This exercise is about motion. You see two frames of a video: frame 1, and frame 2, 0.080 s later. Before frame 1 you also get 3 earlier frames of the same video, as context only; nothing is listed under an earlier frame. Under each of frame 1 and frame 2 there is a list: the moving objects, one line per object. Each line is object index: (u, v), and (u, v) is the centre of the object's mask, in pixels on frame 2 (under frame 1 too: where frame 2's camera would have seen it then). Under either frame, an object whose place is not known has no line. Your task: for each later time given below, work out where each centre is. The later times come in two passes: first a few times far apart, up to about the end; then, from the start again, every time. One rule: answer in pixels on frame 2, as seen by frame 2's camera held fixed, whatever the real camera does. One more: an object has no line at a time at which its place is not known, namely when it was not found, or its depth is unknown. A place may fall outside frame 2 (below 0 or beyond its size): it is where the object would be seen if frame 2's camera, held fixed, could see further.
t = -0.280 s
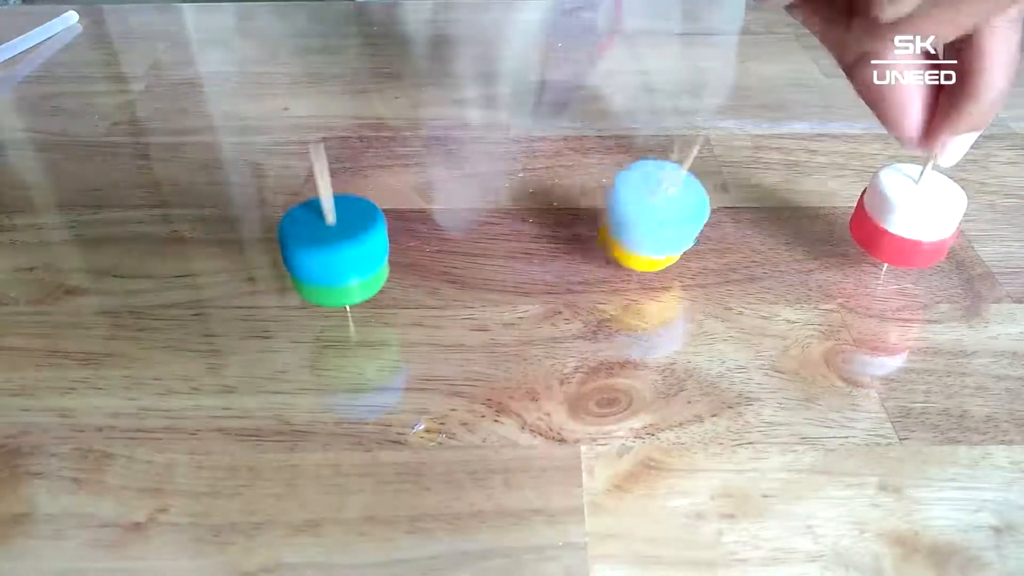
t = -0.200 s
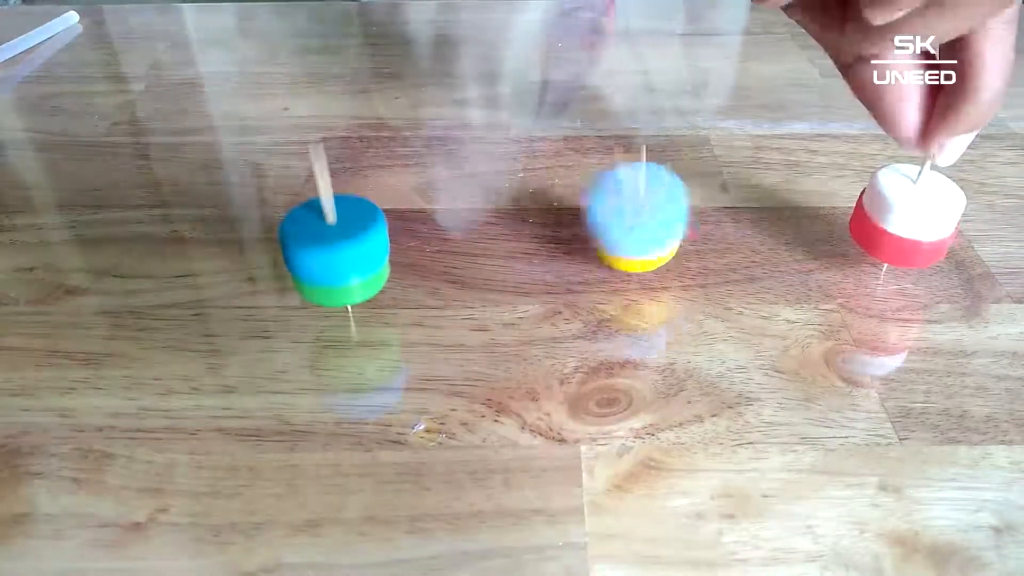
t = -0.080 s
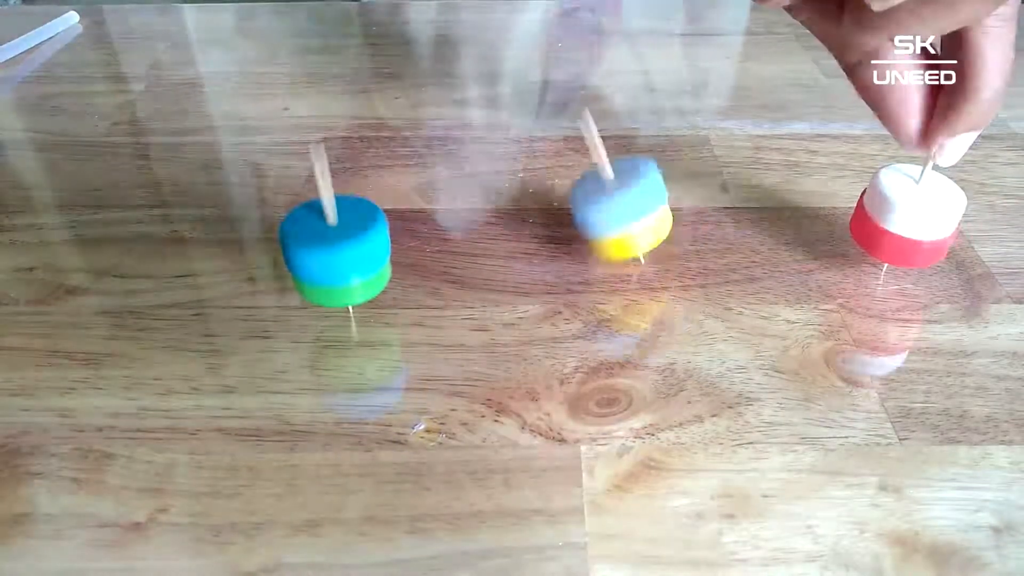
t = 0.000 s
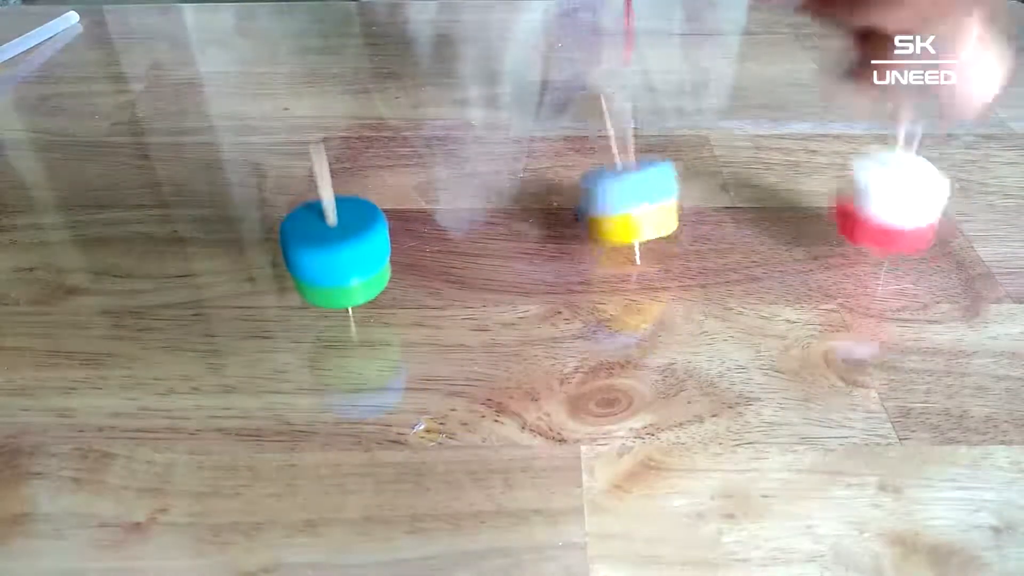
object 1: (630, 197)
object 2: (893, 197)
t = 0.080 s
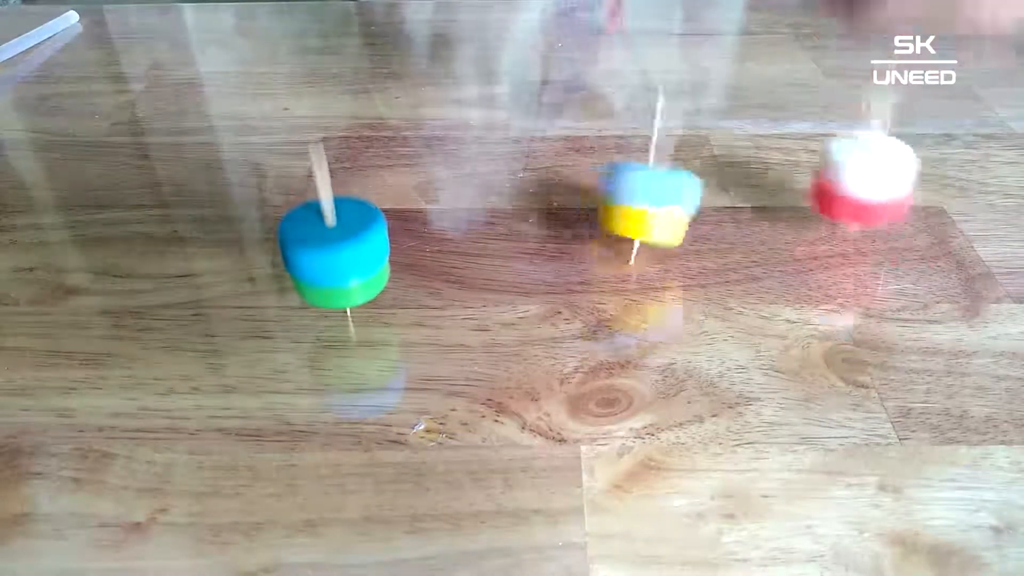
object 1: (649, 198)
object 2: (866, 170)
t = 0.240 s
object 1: (663, 212)
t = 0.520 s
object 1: (623, 199)
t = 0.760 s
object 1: (667, 220)
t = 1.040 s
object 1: (620, 205)
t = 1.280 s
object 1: (670, 235)
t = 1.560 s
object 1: (600, 235)
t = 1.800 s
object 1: (598, 219)
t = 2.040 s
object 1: (562, 216)
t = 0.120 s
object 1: (656, 201)
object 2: (855, 162)
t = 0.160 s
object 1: (663, 206)
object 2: (852, 158)
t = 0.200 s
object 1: (664, 210)
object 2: (856, 157)
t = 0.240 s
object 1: (663, 212)
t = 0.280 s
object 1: (655, 217)
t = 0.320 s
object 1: (644, 219)
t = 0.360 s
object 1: (631, 218)
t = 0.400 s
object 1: (622, 213)
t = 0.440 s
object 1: (616, 209)
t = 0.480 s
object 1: (616, 200)
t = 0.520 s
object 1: (623, 199)
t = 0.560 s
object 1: (633, 199)
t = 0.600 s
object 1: (648, 199)
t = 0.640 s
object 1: (657, 202)
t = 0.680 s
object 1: (664, 209)
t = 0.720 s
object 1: (669, 213)
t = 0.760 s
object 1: (667, 220)
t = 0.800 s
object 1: (662, 224)
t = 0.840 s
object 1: (649, 225)
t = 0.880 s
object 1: (635, 225)
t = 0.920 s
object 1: (623, 224)
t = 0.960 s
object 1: (612, 216)
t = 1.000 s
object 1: (610, 208)
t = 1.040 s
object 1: (620, 205)
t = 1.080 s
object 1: (633, 203)
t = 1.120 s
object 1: (644, 210)
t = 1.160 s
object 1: (652, 214)
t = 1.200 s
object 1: (661, 218)
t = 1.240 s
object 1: (667, 226)
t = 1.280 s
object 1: (670, 235)
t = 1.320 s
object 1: (667, 242)
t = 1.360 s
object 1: (660, 246)
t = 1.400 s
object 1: (646, 250)
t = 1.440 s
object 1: (622, 249)
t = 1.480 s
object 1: (611, 244)
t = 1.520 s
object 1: (603, 240)
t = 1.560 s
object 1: (600, 235)
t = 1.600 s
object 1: (599, 230)
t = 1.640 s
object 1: (597, 225)
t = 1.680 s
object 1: (599, 227)
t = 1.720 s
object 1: (599, 223)
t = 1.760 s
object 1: (599, 219)
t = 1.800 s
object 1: (598, 219)
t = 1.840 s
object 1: (597, 220)
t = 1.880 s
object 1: (593, 220)
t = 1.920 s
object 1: (588, 220)
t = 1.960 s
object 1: (579, 218)
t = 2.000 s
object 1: (571, 216)
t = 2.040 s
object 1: (562, 216)
